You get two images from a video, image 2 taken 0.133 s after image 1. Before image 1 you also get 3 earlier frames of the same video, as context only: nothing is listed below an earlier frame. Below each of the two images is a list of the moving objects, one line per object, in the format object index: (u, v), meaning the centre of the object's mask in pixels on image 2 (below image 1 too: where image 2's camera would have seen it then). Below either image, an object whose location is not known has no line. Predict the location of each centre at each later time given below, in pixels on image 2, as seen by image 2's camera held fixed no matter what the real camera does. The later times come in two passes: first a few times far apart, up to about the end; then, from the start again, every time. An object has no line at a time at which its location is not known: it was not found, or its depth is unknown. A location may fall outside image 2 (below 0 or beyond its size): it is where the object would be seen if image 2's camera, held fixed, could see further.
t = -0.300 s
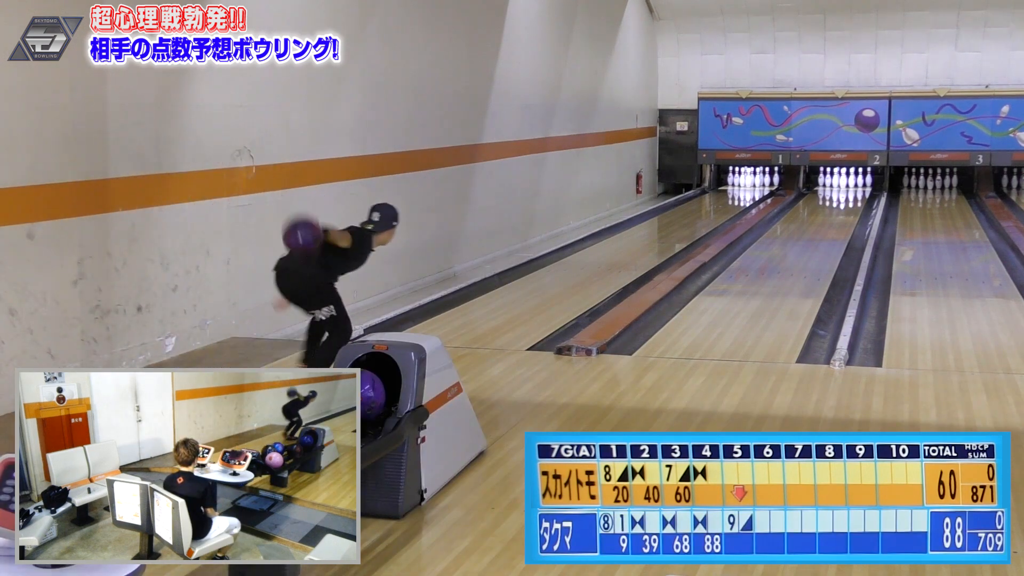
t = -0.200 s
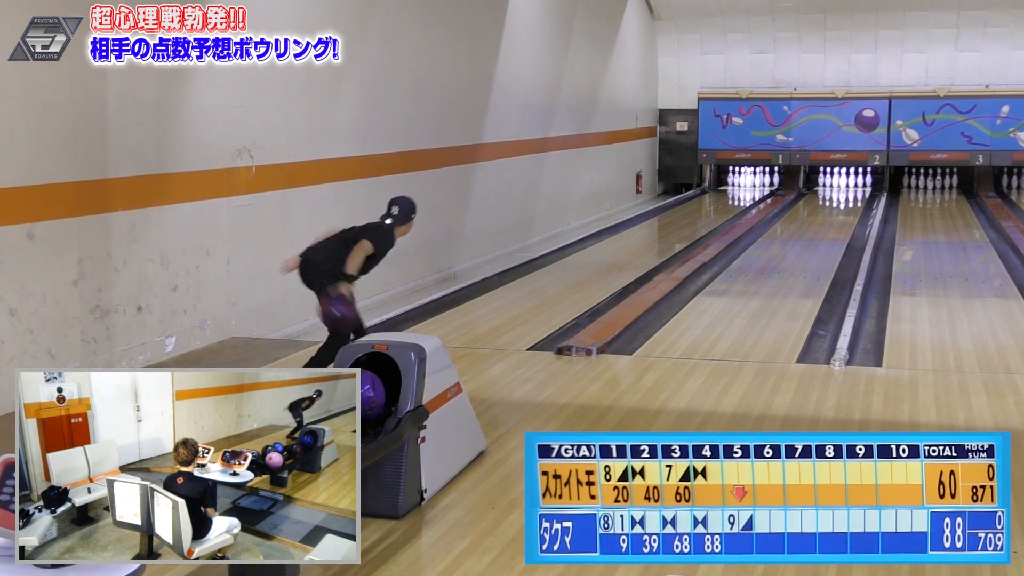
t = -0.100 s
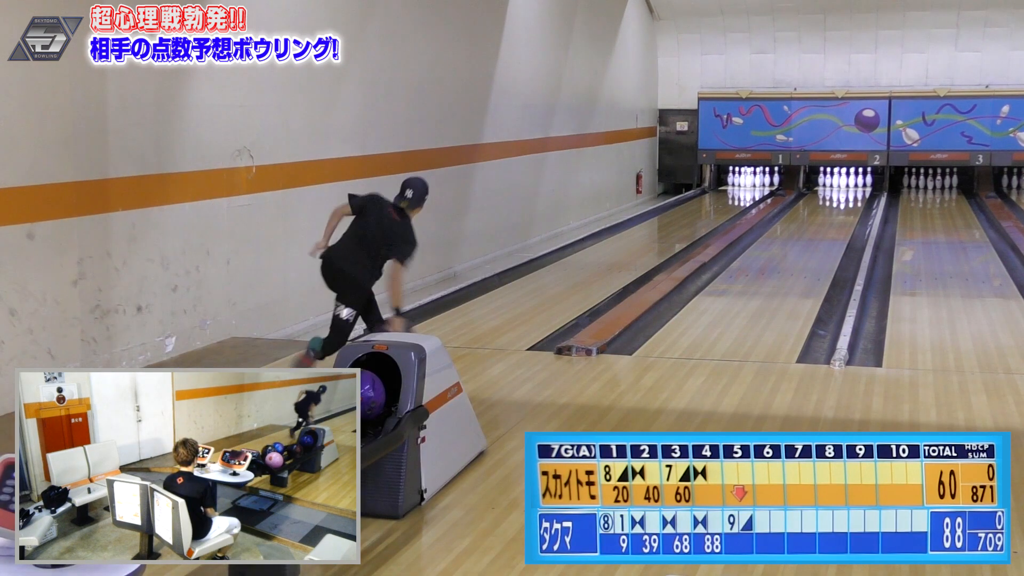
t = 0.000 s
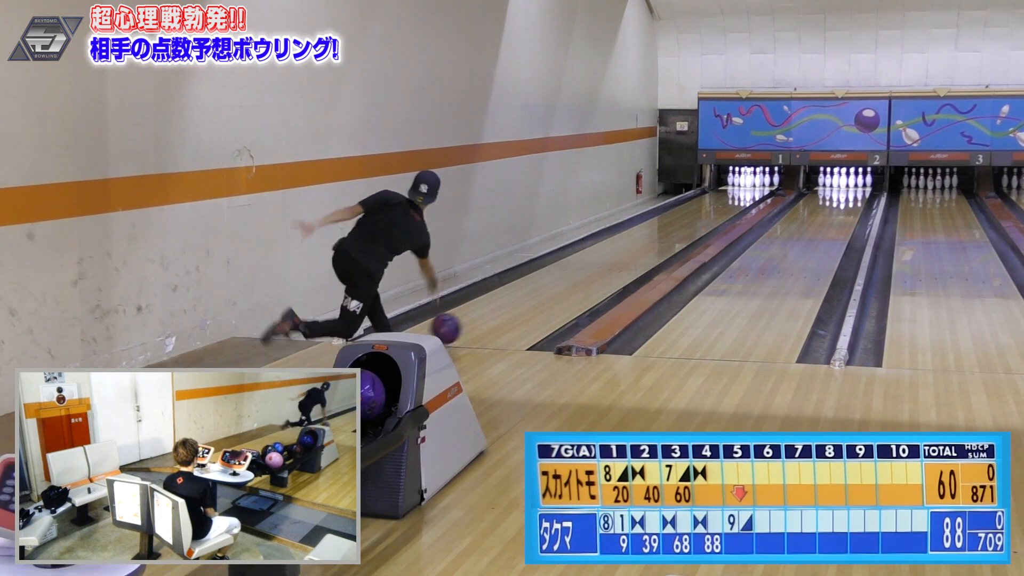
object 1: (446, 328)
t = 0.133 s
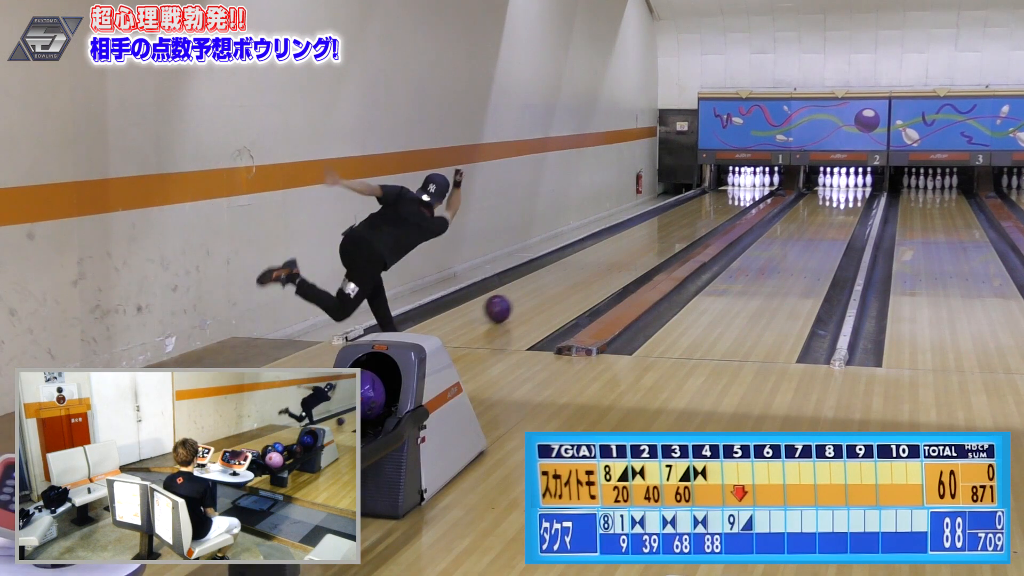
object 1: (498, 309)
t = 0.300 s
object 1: (550, 286)
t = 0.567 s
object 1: (611, 258)
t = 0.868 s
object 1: (660, 235)
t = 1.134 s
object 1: (692, 221)
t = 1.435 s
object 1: (717, 207)
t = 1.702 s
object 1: (733, 197)
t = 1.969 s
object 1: (743, 190)
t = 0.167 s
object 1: (509, 304)
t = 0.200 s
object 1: (520, 299)
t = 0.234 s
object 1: (530, 294)
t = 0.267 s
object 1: (540, 290)
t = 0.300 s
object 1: (550, 286)
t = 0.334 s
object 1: (559, 282)
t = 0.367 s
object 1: (567, 278)
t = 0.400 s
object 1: (575, 274)
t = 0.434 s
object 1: (583, 271)
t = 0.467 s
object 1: (591, 267)
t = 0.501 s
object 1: (598, 264)
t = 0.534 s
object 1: (605, 261)
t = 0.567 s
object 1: (611, 258)
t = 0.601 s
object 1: (618, 255)
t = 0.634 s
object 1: (624, 252)
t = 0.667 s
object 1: (630, 250)
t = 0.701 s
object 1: (635, 247)
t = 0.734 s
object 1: (641, 245)
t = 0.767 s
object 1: (646, 242)
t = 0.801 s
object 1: (651, 240)
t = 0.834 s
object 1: (656, 237)
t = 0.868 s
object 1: (660, 235)
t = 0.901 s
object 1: (665, 234)
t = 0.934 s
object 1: (669, 231)
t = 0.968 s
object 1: (673, 229)
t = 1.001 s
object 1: (677, 228)
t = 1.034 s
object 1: (681, 226)
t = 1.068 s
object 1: (685, 224)
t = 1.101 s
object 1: (688, 222)
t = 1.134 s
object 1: (692, 221)
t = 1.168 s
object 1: (695, 219)
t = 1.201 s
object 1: (698, 217)
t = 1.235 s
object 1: (701, 216)
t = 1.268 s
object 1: (704, 214)
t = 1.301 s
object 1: (707, 213)
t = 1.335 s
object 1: (709, 211)
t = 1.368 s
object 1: (712, 210)
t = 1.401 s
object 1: (714, 208)
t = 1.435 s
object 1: (717, 207)
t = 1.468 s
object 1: (719, 206)
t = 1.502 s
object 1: (721, 205)
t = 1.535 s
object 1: (724, 203)
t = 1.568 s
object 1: (726, 202)
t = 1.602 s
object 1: (728, 201)
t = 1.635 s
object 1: (729, 200)
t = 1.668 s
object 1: (732, 199)
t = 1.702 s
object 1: (733, 197)
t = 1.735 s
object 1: (734, 196)
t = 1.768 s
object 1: (735, 195)
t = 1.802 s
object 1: (737, 195)
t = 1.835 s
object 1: (738, 194)
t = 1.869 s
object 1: (740, 193)
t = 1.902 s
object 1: (741, 192)
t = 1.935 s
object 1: (742, 191)
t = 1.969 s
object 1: (743, 190)
